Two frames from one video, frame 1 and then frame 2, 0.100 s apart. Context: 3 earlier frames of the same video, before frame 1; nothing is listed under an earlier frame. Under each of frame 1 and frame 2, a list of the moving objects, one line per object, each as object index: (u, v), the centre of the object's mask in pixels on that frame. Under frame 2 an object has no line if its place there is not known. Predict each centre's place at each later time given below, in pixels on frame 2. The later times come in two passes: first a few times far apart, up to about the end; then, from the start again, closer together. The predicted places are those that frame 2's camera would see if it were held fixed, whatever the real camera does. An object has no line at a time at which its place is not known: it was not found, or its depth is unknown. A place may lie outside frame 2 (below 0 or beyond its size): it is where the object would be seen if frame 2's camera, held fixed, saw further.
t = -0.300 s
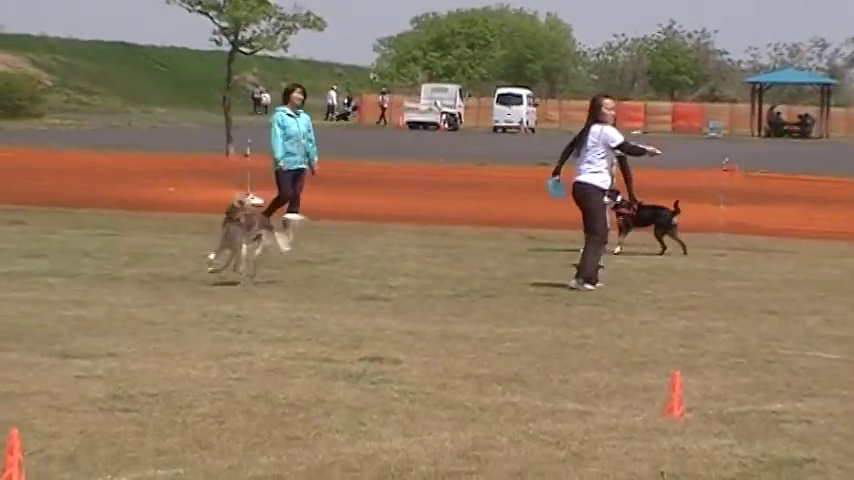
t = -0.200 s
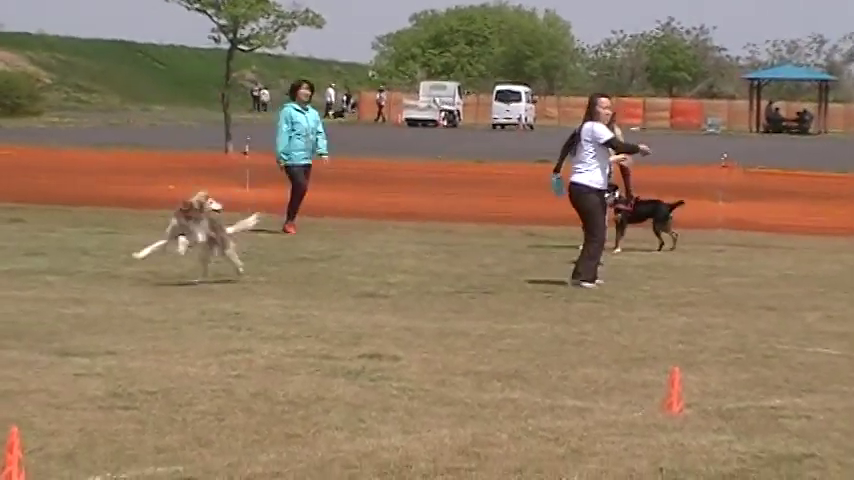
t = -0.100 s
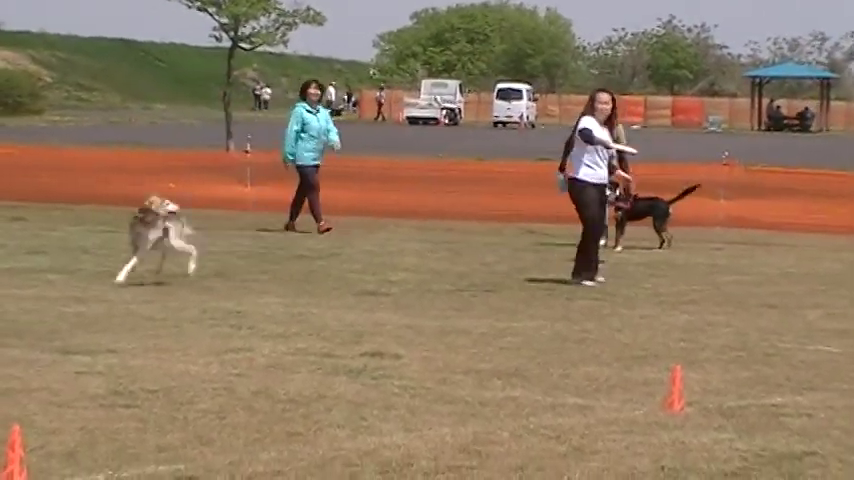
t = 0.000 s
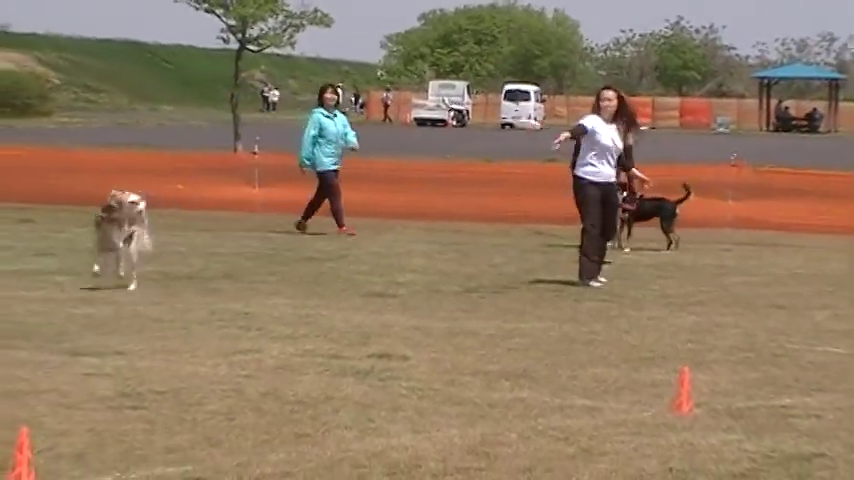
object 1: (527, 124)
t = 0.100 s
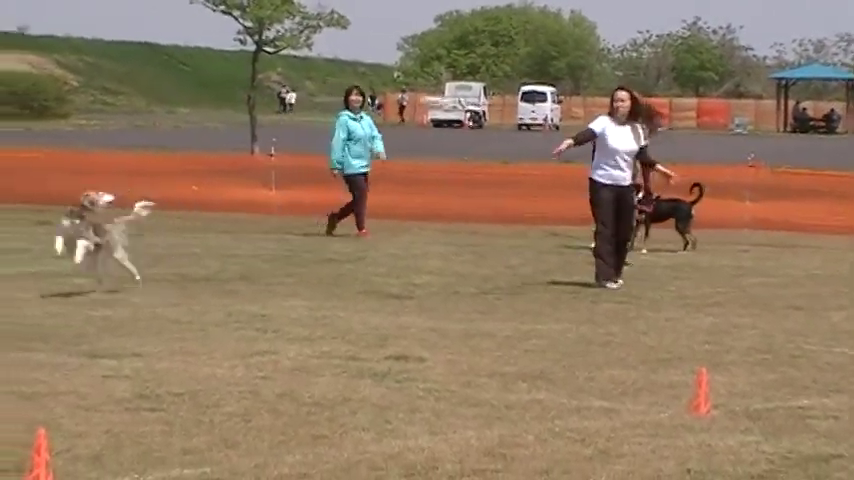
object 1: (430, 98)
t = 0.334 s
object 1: (174, 45)
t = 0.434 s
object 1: (56, 23)
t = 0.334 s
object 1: (174, 45)
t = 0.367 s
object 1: (136, 37)
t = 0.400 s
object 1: (97, 29)
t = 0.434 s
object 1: (56, 23)
